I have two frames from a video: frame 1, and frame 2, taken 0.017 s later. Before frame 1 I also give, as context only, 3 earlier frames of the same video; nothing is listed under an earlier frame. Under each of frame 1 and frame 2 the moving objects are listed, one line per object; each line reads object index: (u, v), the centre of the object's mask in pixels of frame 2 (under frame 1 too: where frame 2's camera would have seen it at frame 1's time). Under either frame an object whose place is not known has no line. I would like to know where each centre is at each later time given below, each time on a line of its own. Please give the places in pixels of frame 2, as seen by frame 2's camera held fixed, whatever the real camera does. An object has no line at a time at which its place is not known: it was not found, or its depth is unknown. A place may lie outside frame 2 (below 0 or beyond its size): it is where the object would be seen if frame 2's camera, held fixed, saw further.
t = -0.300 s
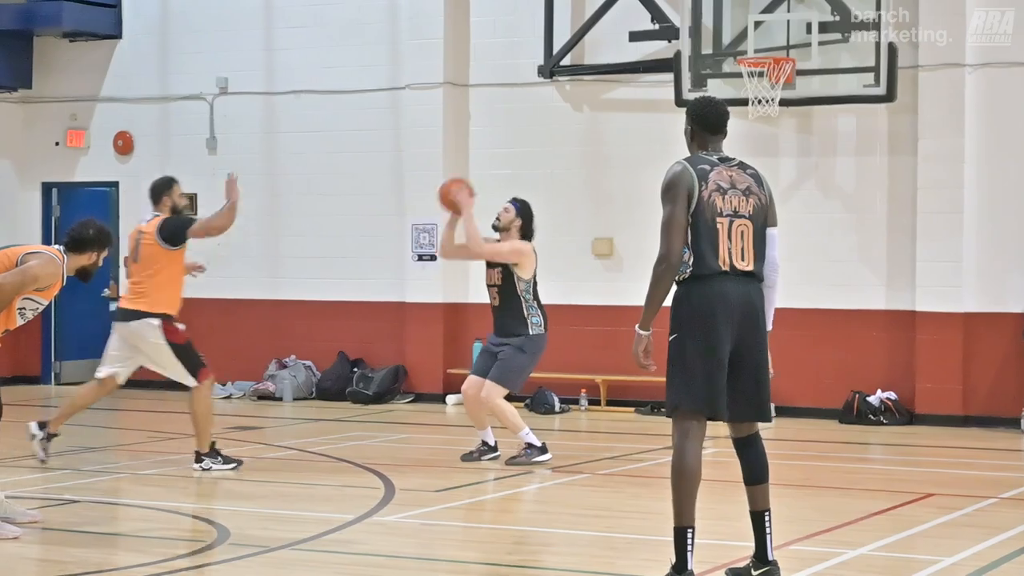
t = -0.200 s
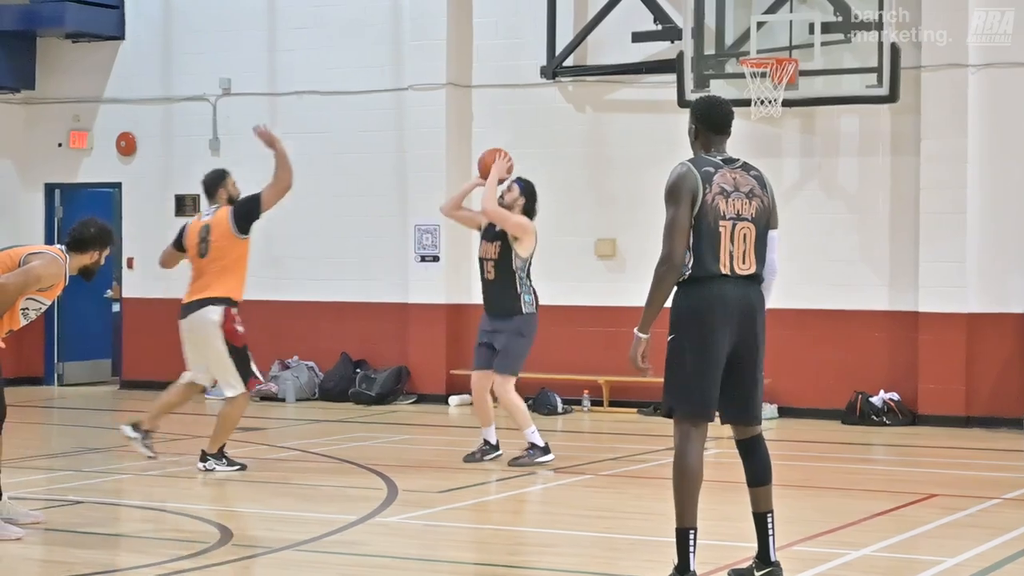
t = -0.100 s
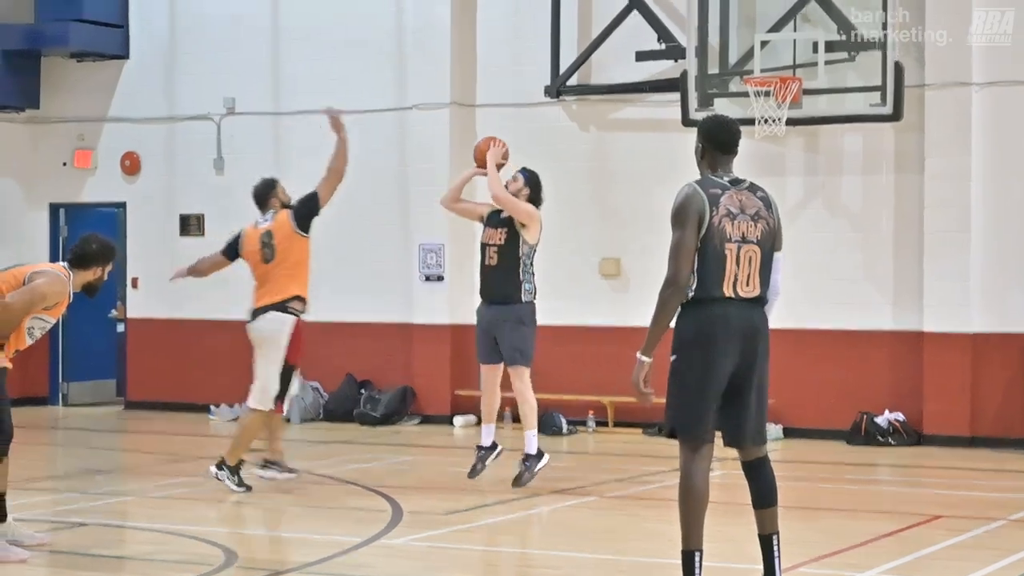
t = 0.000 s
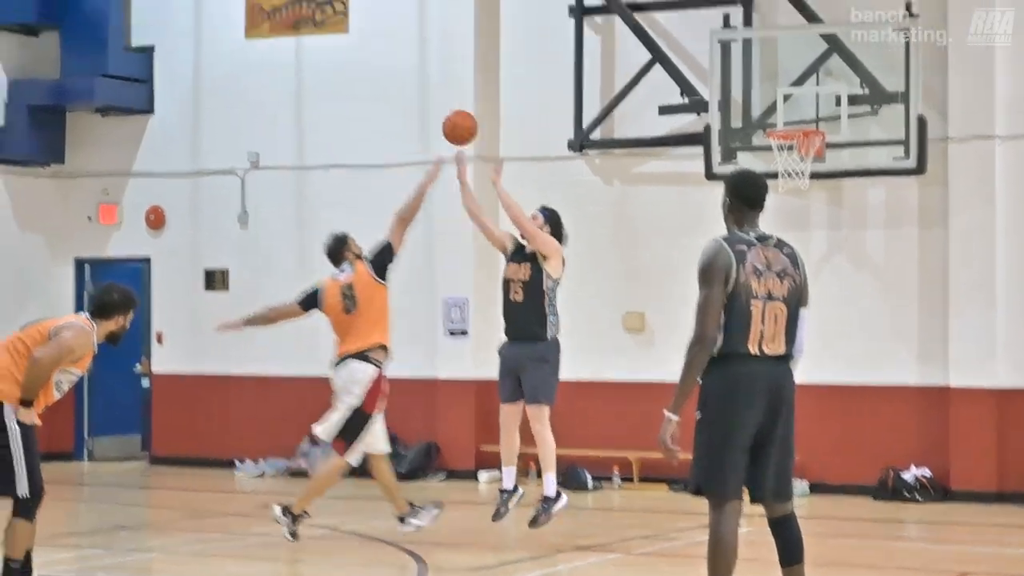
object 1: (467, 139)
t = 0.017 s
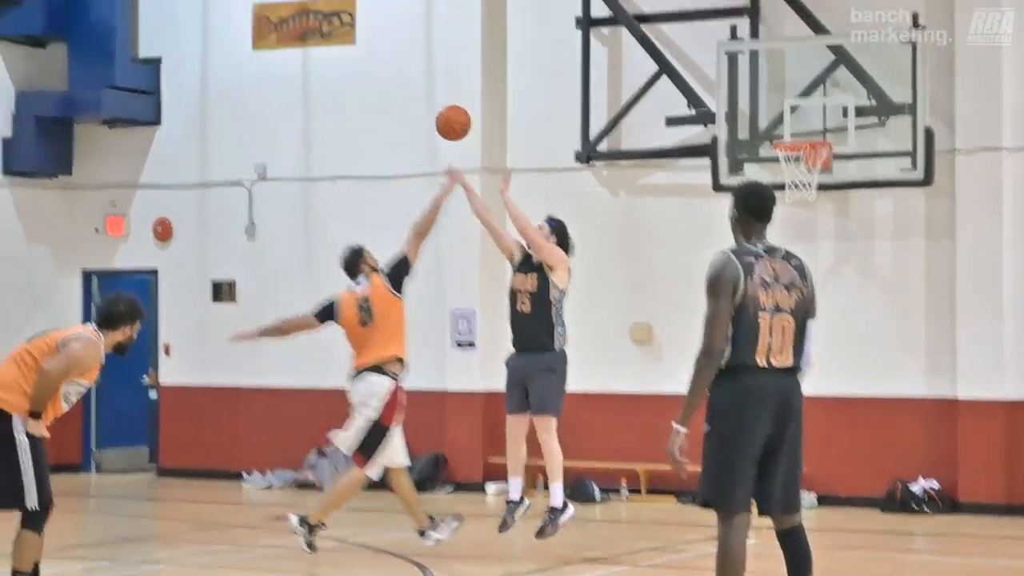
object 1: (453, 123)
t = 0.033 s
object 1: (439, 107)
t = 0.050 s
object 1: (425, 91)
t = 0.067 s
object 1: (411, 76)
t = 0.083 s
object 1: (398, 61)
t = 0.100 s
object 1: (384, 47)
